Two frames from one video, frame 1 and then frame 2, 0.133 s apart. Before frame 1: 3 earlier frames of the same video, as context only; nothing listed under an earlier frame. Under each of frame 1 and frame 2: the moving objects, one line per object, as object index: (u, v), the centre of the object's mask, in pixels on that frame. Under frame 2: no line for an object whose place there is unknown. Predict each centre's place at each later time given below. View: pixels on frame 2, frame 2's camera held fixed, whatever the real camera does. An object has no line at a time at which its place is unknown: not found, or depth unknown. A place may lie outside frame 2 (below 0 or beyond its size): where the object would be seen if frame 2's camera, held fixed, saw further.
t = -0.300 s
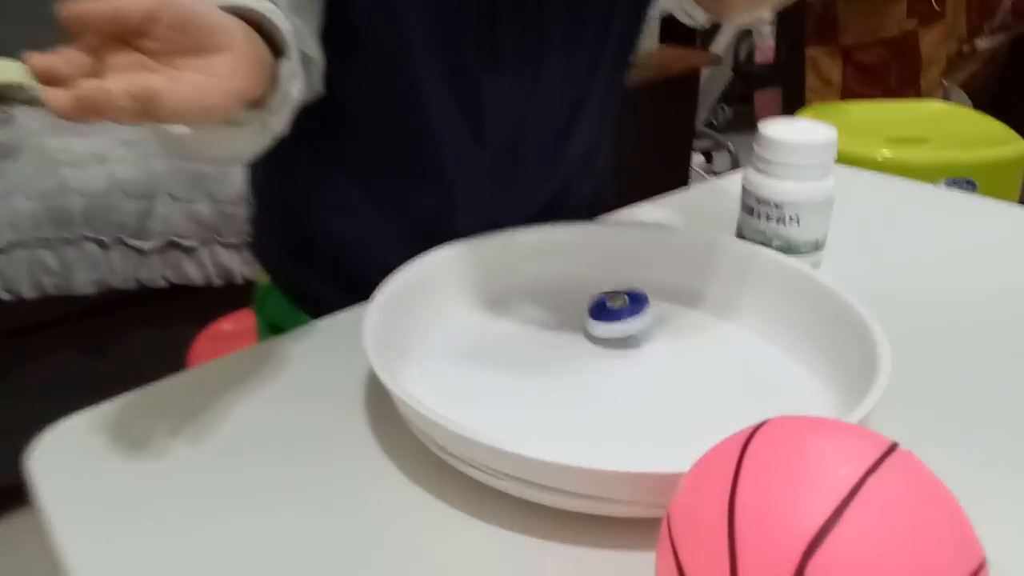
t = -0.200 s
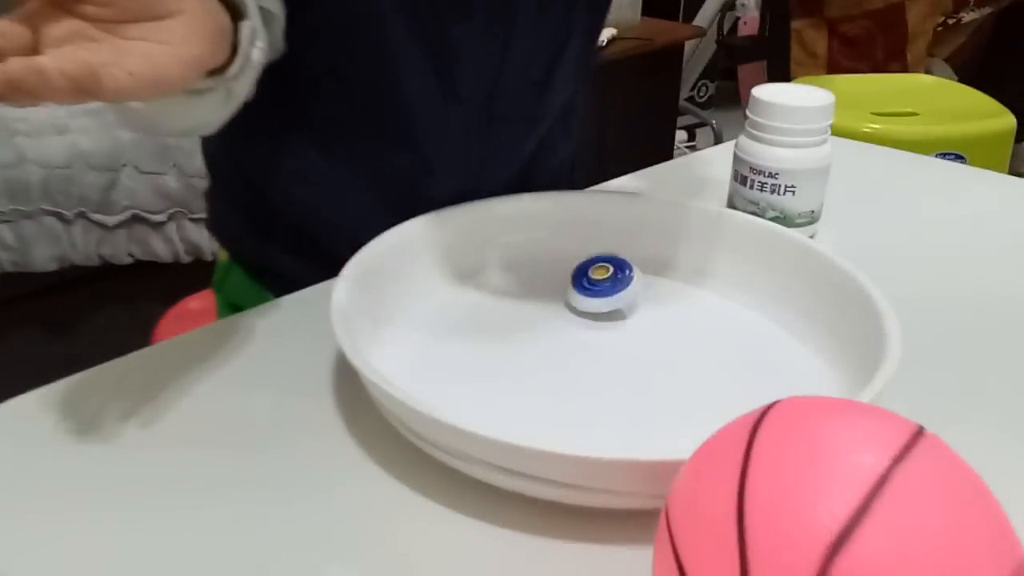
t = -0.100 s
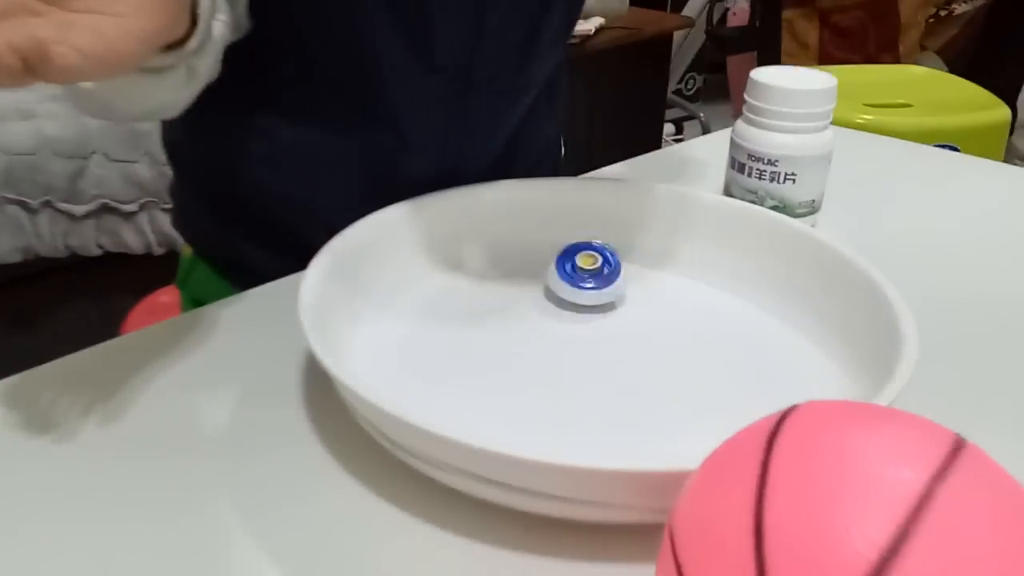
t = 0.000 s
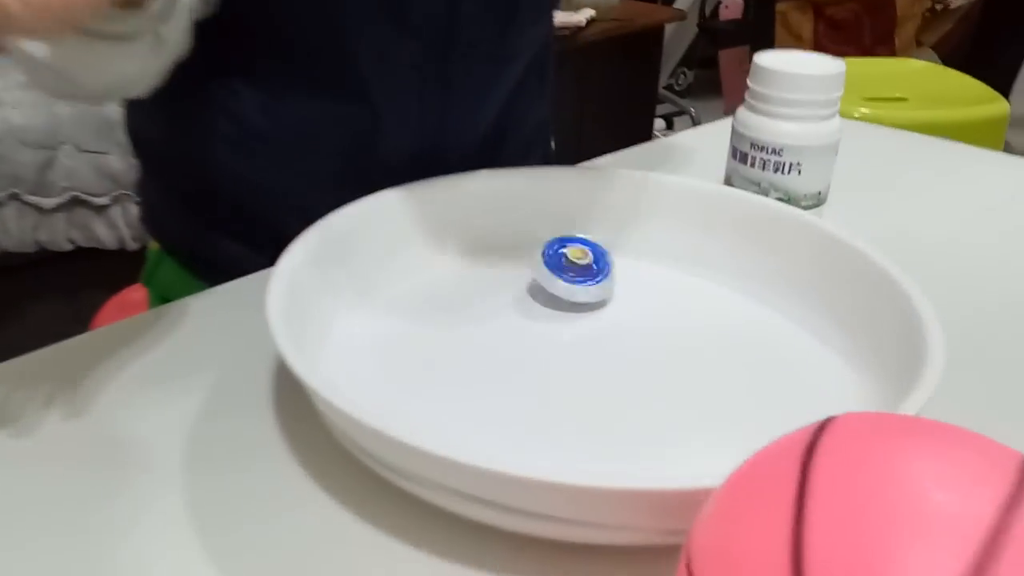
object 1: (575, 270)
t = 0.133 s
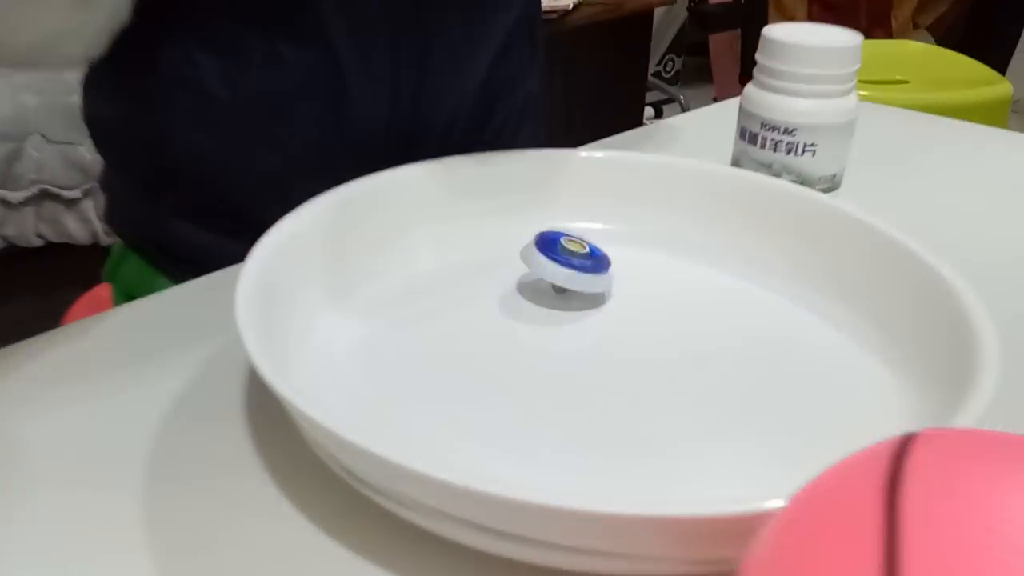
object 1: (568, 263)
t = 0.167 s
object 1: (569, 265)
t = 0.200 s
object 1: (571, 266)
